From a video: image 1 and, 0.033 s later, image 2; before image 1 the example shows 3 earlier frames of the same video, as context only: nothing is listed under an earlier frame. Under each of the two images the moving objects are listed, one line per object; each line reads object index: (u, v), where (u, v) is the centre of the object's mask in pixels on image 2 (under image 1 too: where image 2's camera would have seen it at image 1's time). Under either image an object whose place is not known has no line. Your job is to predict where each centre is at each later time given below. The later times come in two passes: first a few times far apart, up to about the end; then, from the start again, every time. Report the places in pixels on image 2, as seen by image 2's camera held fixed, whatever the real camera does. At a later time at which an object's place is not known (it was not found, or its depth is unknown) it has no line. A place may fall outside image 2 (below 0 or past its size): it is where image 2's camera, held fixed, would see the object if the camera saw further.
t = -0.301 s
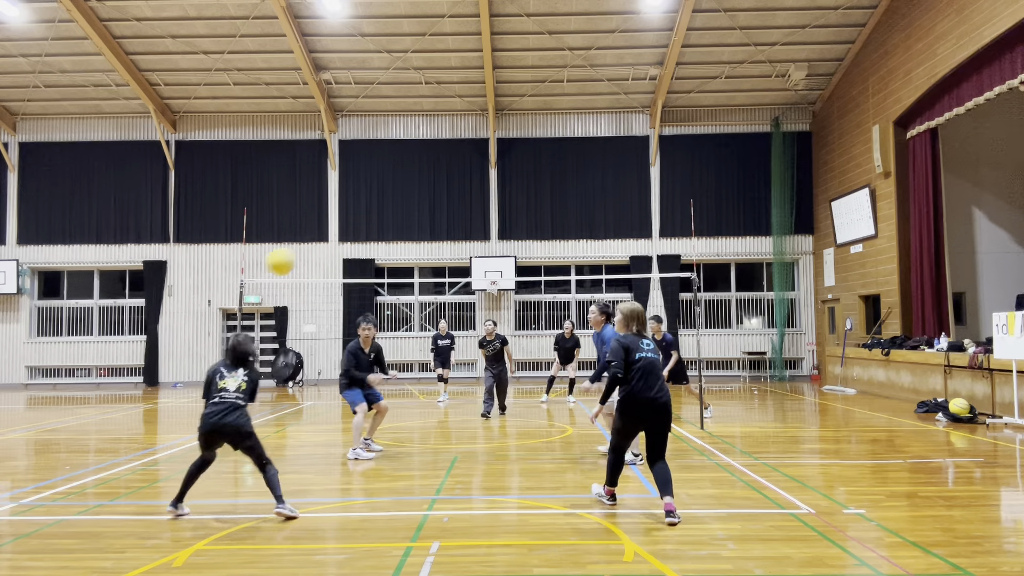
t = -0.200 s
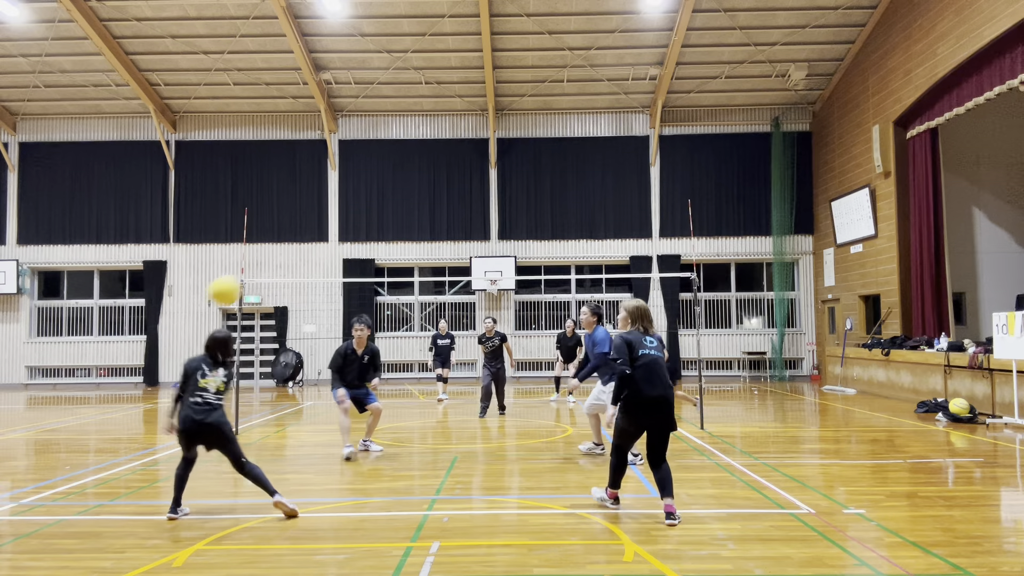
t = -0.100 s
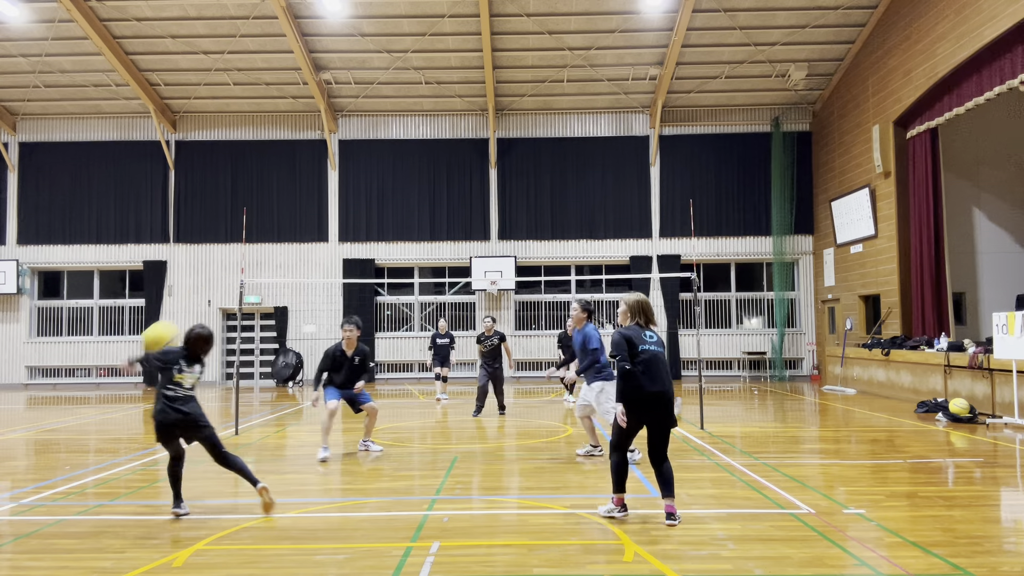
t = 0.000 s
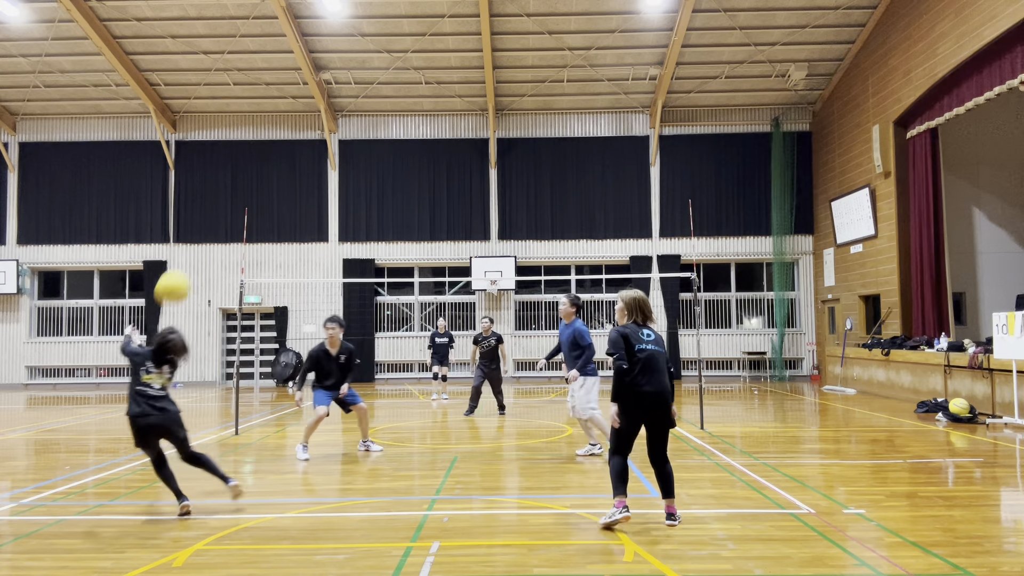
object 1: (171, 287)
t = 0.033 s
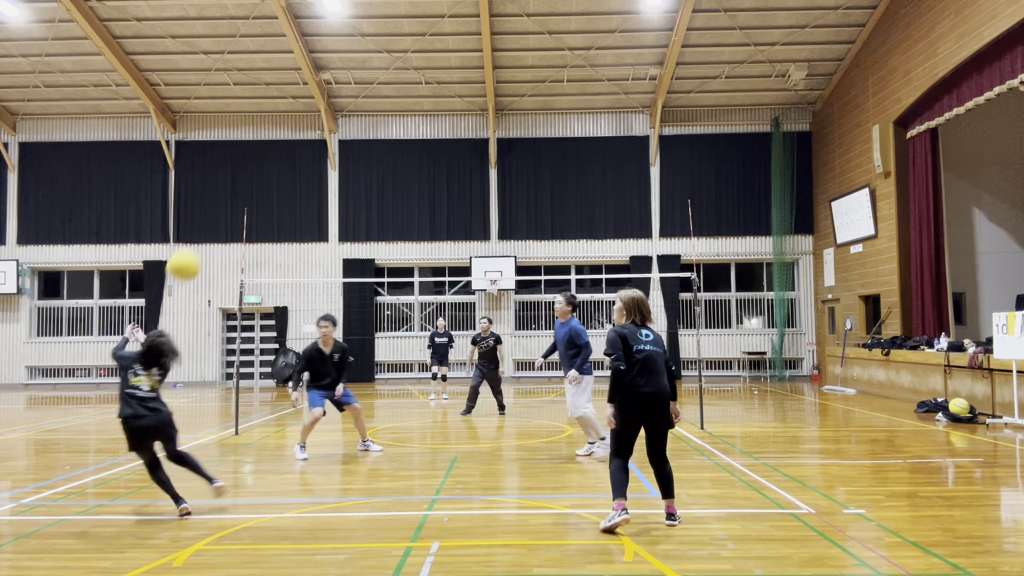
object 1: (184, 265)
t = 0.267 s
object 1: (251, 170)
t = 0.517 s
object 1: (301, 144)
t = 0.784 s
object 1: (342, 178)
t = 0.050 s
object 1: (190, 254)
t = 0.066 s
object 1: (195, 244)
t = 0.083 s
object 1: (200, 236)
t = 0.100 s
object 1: (204, 229)
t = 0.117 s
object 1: (209, 222)
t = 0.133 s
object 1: (214, 215)
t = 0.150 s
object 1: (219, 208)
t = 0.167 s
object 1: (224, 201)
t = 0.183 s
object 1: (228, 195)
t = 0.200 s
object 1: (233, 189)
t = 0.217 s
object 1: (238, 183)
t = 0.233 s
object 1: (242, 178)
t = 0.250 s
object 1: (246, 174)
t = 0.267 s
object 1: (251, 170)
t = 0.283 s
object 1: (255, 166)
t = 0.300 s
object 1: (259, 162)
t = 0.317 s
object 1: (263, 159)
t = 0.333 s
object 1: (266, 156)
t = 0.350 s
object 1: (270, 154)
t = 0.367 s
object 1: (273, 151)
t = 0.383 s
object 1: (277, 149)
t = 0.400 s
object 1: (280, 148)
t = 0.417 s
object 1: (284, 146)
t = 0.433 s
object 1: (287, 145)
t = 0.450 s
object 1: (290, 144)
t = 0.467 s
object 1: (293, 144)
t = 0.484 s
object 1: (296, 144)
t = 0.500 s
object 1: (299, 144)
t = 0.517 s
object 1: (301, 144)
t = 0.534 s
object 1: (304, 144)
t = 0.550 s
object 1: (307, 145)
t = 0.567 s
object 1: (310, 146)
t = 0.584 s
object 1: (312, 148)
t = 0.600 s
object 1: (315, 149)
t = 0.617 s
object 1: (317, 151)
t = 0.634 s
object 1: (320, 152)
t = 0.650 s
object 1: (322, 154)
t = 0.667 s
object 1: (324, 156)
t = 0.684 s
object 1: (327, 159)
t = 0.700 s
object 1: (330, 162)
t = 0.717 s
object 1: (332, 165)
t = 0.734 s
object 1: (335, 168)
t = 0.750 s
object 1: (337, 171)
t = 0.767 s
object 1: (340, 174)
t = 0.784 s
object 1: (342, 178)
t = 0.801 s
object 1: (344, 182)
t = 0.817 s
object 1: (347, 186)
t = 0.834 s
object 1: (349, 190)
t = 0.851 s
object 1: (351, 194)
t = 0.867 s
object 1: (353, 199)
